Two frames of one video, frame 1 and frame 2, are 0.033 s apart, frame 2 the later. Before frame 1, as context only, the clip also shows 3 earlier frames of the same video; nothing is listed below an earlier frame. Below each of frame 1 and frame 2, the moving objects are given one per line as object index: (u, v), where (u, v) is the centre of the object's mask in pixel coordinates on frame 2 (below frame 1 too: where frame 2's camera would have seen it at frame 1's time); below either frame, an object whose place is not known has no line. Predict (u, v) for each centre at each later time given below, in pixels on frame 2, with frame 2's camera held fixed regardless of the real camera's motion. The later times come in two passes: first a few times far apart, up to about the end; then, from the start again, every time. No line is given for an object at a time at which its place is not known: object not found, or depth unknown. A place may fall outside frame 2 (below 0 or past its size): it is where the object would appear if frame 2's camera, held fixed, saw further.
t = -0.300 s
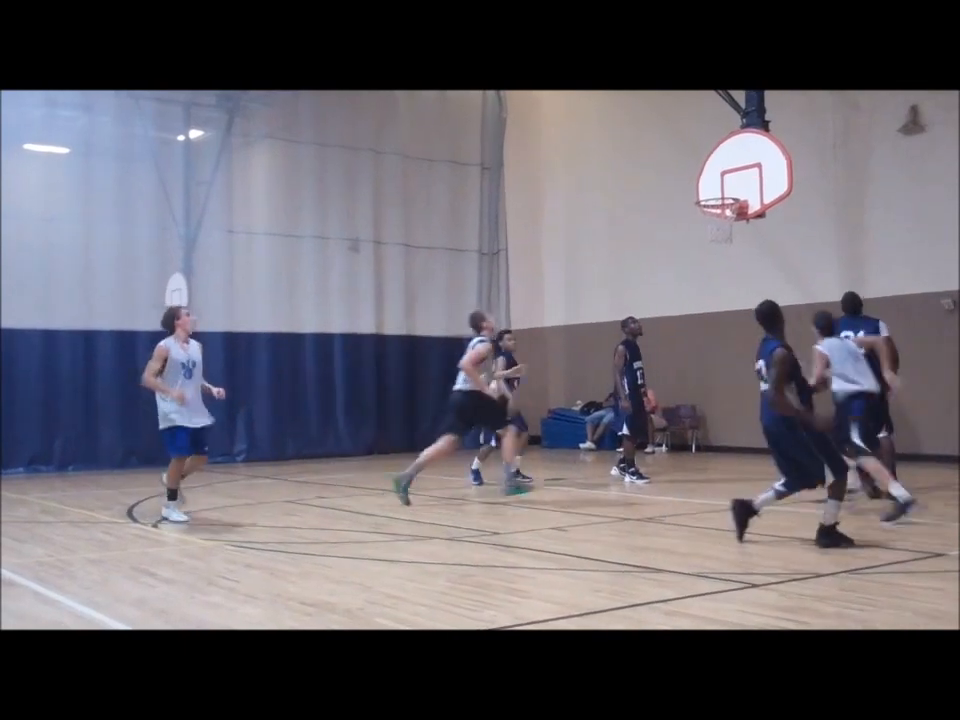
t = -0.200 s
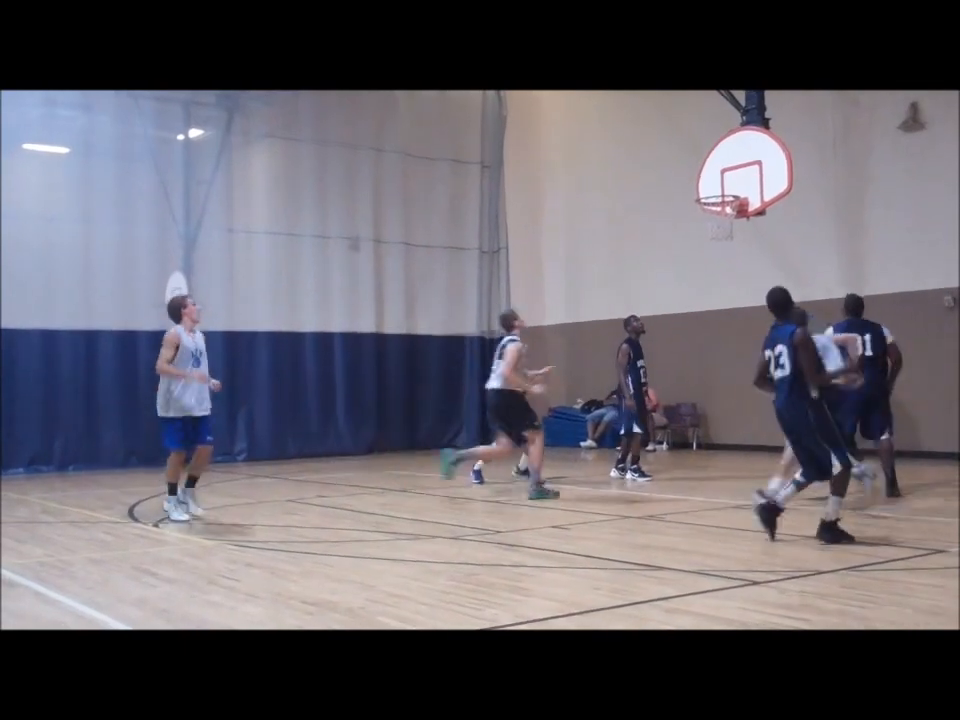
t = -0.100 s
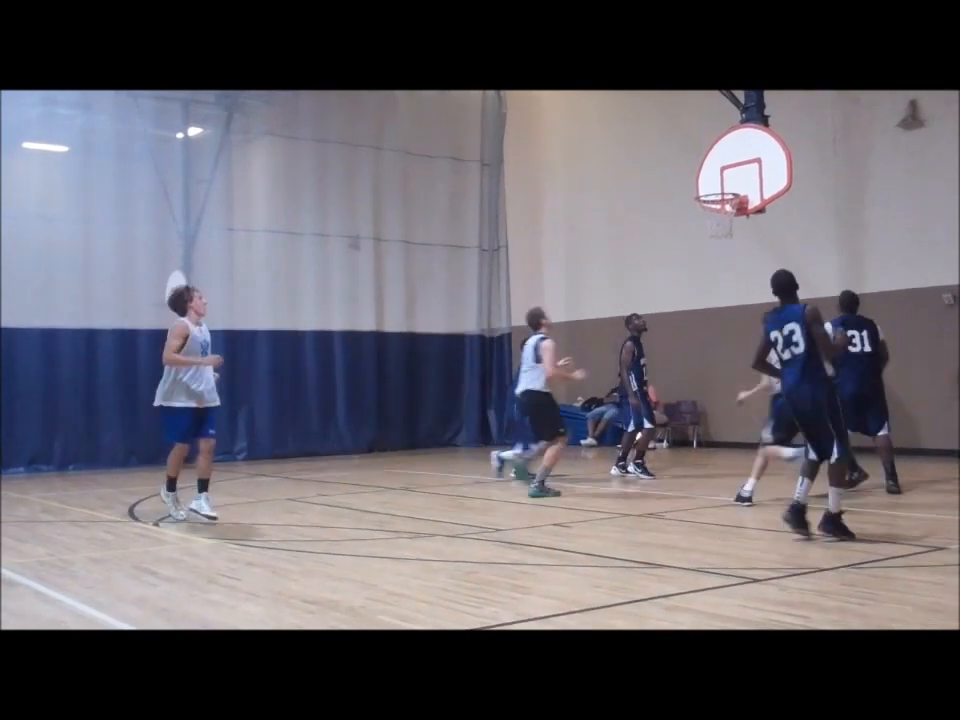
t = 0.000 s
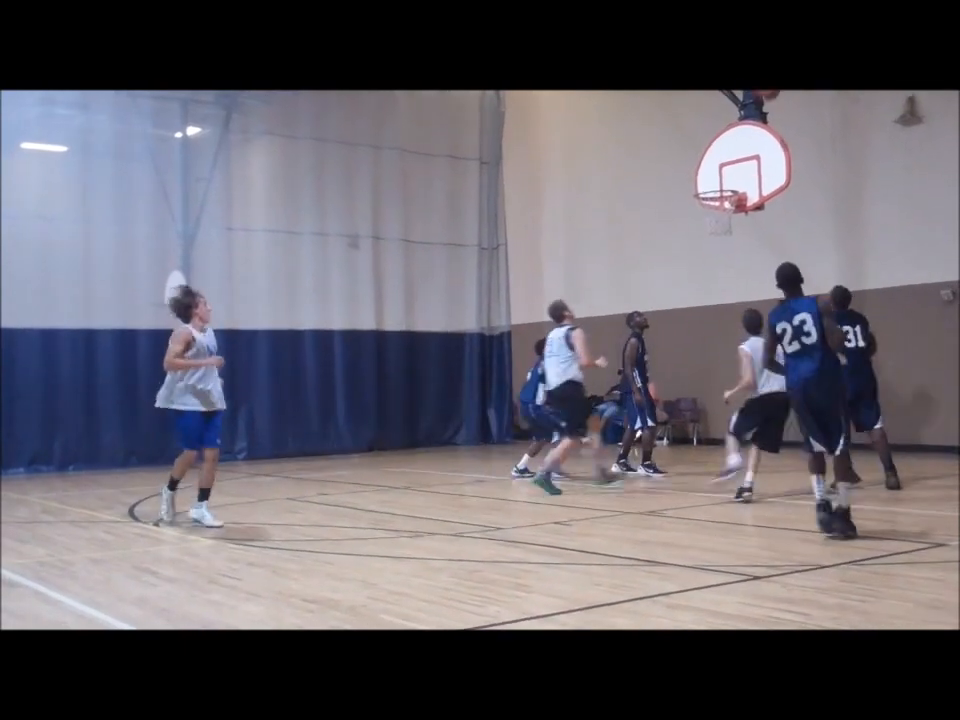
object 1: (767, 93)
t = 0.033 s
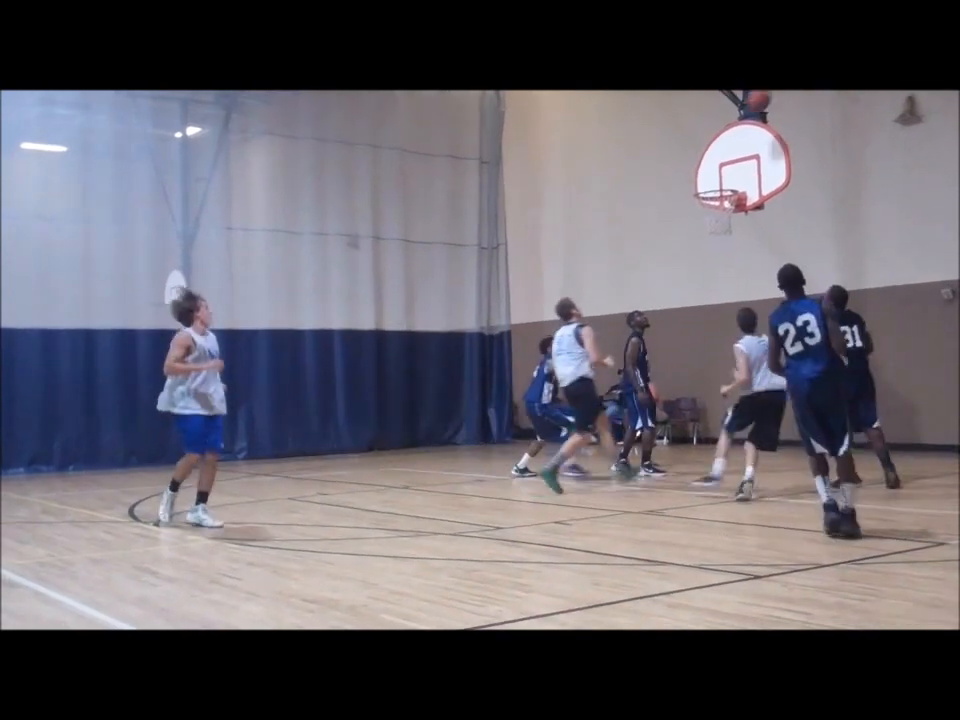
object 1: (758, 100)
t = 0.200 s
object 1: (716, 166)
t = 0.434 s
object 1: (731, 211)
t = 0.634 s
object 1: (728, 219)
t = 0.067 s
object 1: (750, 109)
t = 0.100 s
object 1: (742, 123)
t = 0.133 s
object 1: (732, 137)
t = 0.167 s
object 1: (724, 152)
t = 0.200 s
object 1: (716, 166)
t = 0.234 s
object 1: (708, 182)
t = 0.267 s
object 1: (705, 195)
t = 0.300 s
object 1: (714, 203)
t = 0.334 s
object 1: (723, 209)
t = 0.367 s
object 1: (727, 215)
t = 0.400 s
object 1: (730, 214)
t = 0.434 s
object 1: (731, 211)
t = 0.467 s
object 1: (733, 212)
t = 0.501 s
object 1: (734, 213)
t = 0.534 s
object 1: (734, 213)
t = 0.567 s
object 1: (734, 214)
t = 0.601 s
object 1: (732, 215)
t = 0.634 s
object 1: (728, 219)
